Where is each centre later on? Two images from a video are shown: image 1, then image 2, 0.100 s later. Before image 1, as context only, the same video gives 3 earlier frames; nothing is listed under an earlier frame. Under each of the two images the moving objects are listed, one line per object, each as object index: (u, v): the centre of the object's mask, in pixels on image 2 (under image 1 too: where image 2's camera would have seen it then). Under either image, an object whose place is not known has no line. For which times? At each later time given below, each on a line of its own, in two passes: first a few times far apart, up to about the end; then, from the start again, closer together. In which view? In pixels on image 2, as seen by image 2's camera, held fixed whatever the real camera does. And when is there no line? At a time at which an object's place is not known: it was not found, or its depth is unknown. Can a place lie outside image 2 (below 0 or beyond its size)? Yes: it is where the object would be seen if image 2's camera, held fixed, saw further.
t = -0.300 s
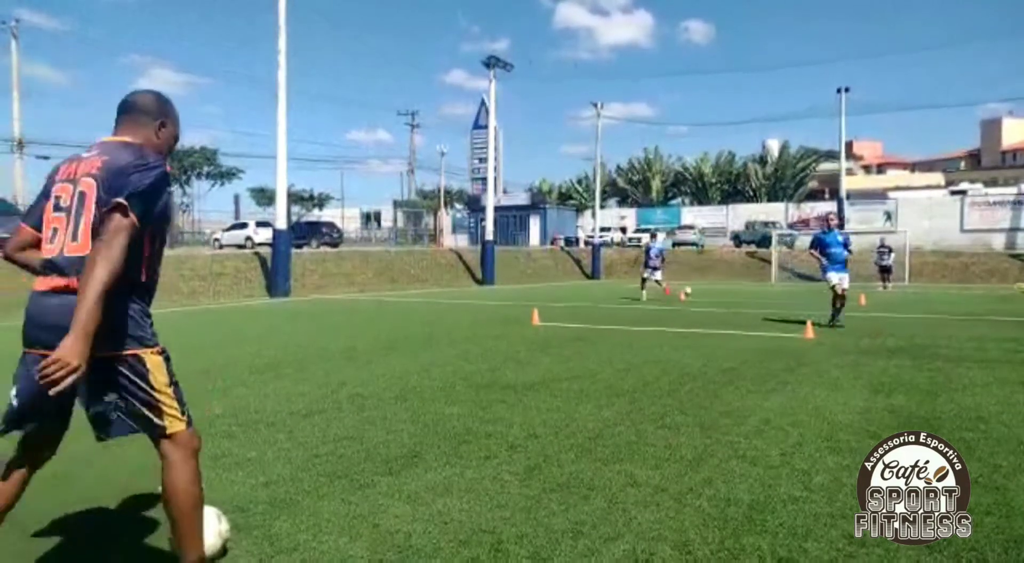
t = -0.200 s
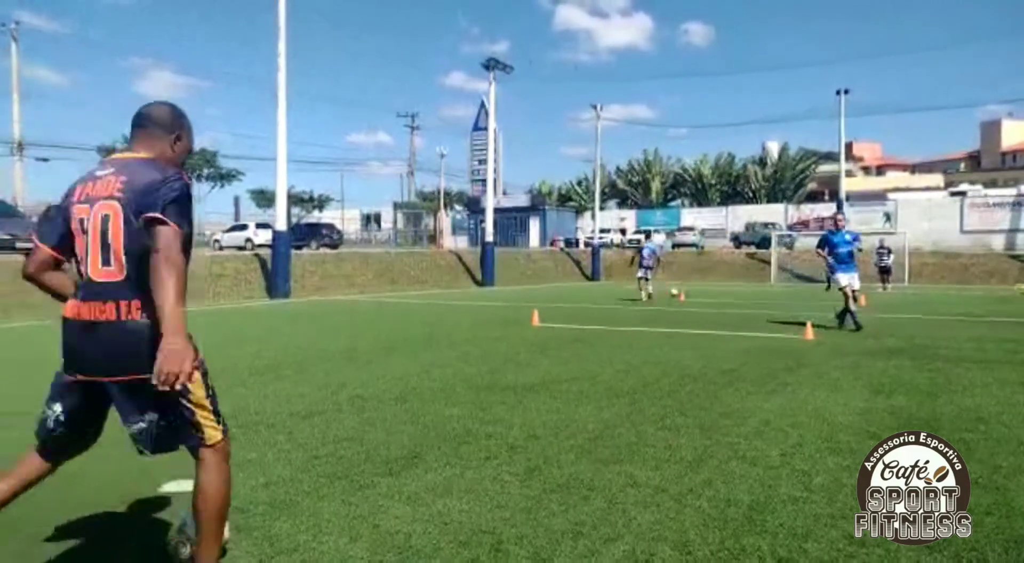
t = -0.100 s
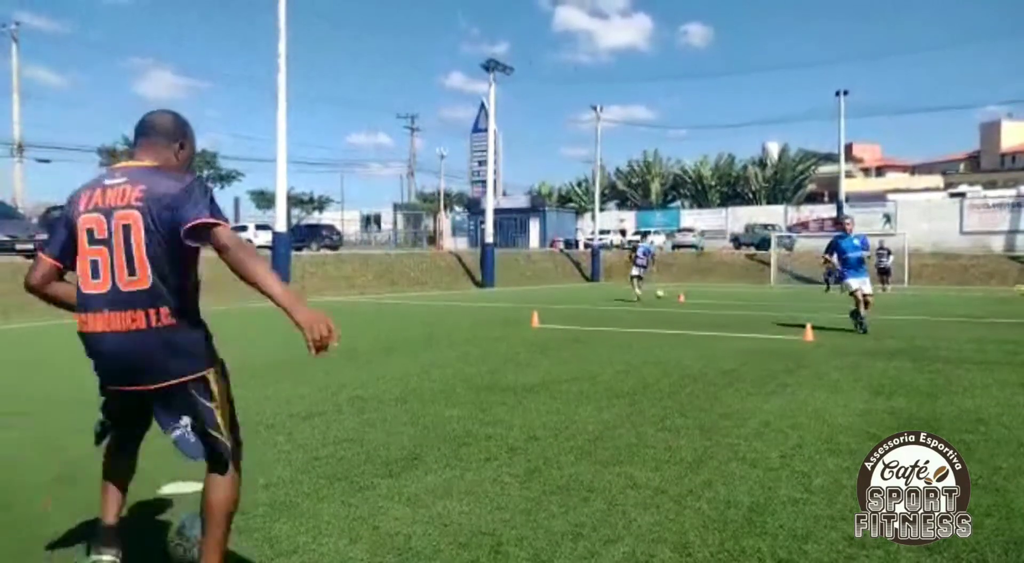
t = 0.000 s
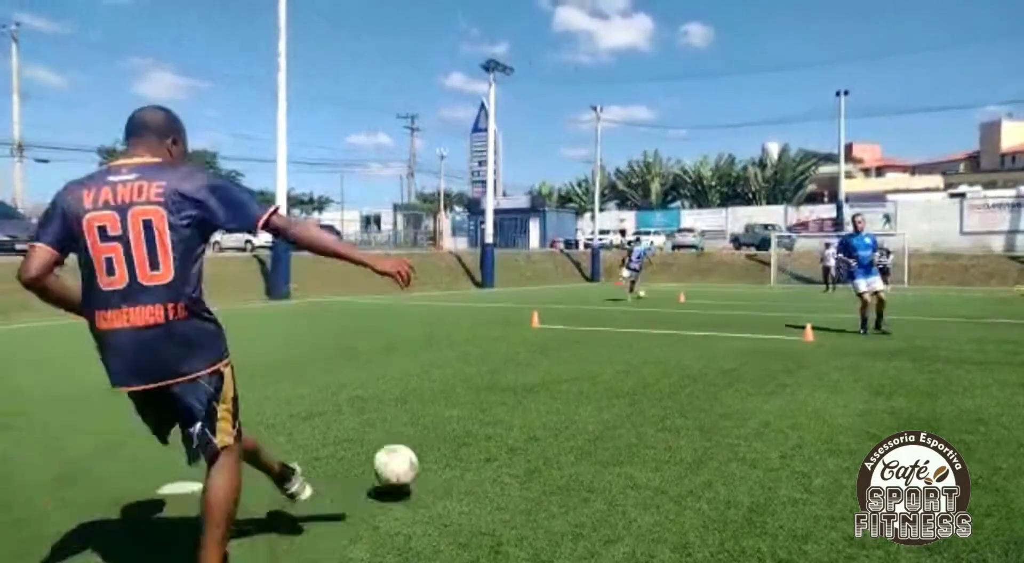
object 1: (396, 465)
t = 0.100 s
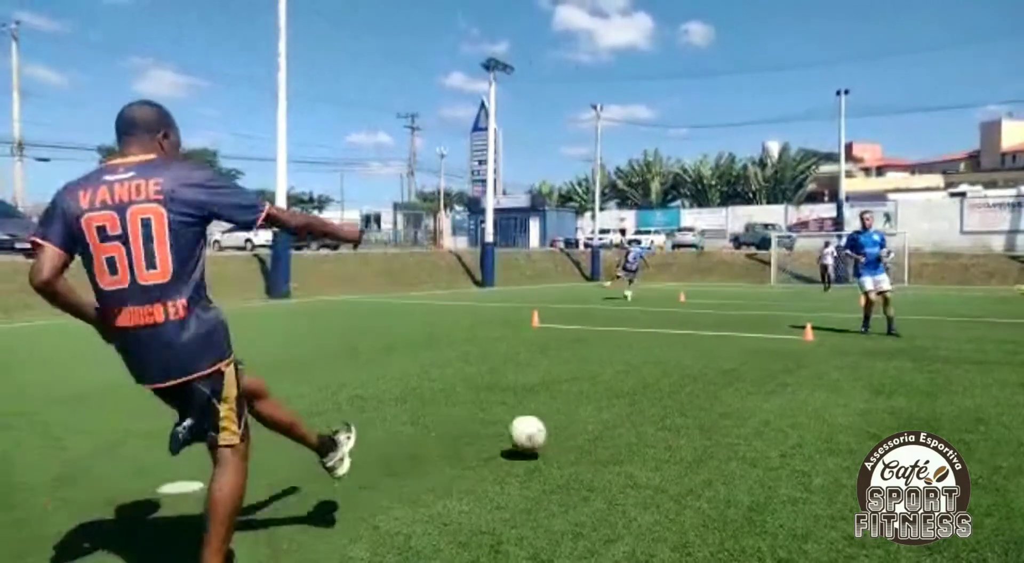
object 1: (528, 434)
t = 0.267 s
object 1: (667, 404)
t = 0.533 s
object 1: (790, 373)
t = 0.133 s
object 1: (563, 429)
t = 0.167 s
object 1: (594, 425)
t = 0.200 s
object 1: (621, 416)
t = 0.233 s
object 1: (645, 409)
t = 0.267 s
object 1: (667, 404)
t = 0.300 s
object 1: (688, 398)
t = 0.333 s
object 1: (705, 393)
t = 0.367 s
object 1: (722, 389)
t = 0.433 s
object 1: (752, 383)
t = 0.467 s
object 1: (766, 378)
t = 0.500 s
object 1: (778, 376)
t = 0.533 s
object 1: (790, 373)
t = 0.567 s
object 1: (800, 371)
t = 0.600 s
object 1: (810, 368)
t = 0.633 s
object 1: (820, 366)
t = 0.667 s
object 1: (828, 363)
